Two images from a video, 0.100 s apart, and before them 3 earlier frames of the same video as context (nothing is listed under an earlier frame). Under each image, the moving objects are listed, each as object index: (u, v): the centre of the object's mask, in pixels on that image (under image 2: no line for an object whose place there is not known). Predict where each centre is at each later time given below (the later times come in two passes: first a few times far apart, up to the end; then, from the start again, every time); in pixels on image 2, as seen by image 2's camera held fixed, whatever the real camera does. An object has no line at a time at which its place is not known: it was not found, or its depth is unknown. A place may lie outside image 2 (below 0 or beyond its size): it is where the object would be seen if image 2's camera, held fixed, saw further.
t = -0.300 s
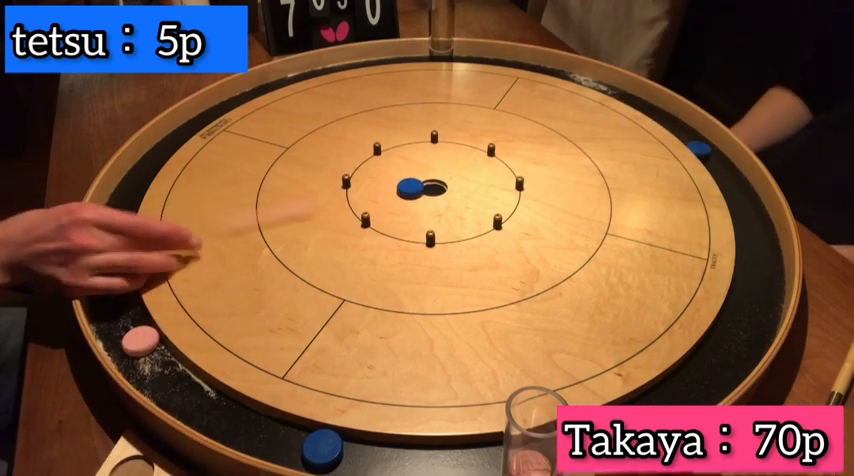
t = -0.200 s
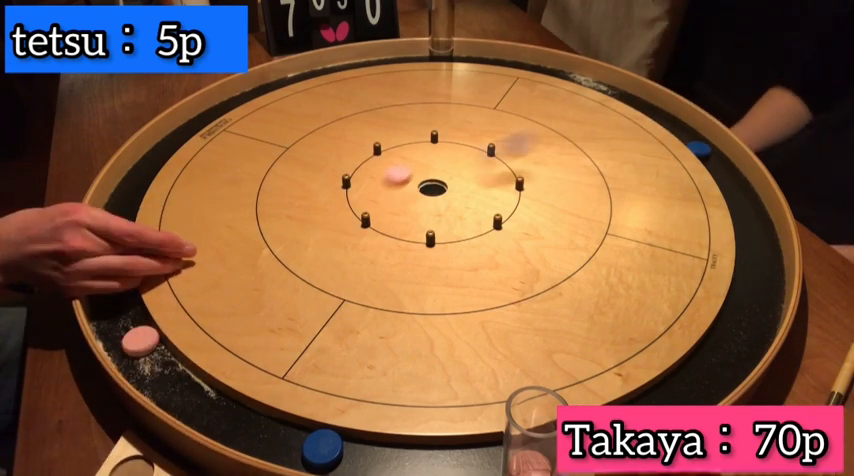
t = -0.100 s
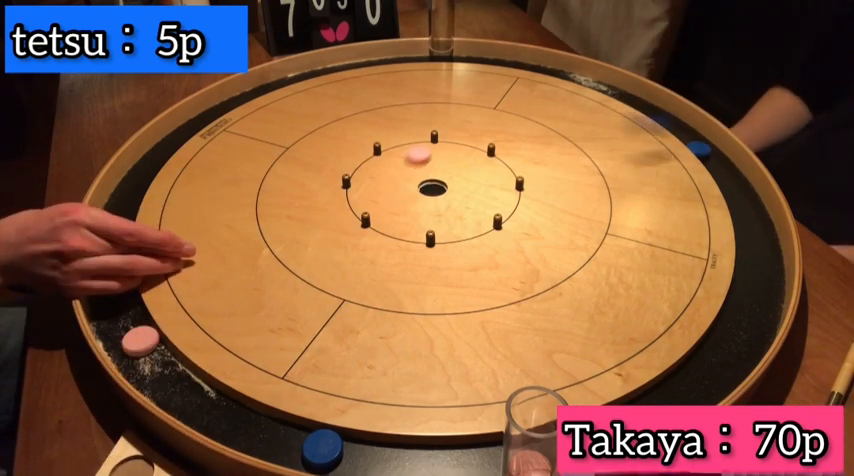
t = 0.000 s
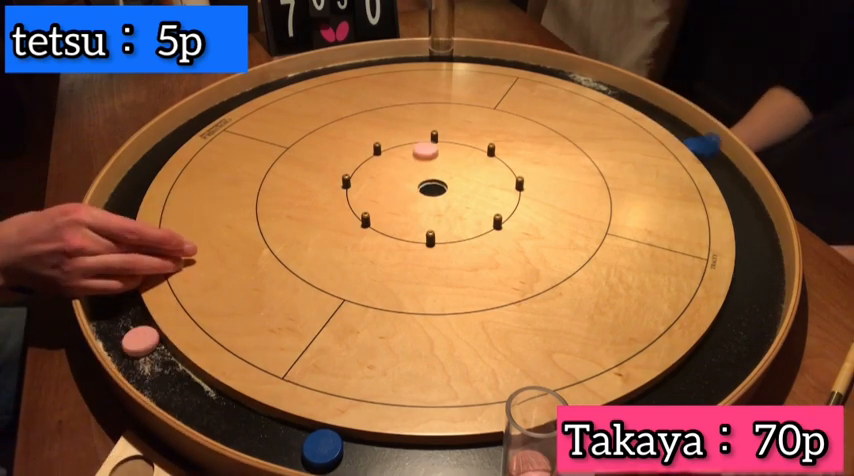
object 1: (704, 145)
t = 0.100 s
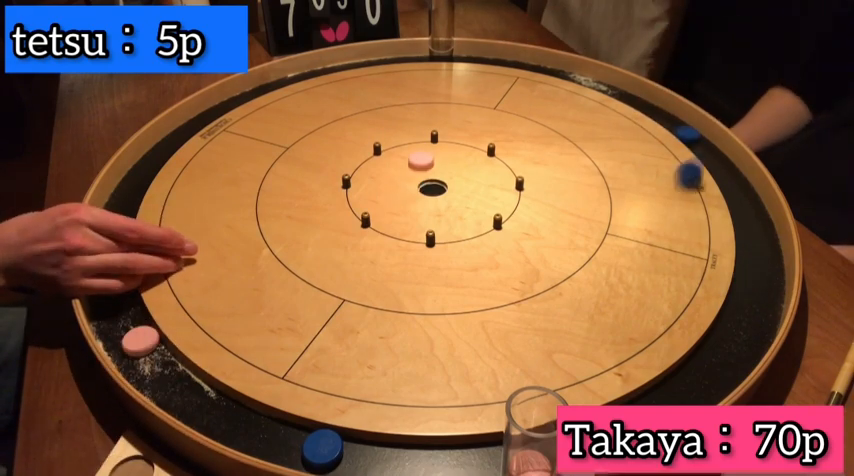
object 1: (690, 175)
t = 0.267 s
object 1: (663, 221)
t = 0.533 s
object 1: (627, 300)
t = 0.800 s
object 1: (633, 361)
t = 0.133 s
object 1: (683, 184)
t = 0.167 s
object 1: (679, 191)
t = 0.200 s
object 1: (673, 204)
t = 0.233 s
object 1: (665, 213)
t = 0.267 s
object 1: (663, 221)
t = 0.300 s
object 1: (657, 235)
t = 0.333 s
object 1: (649, 243)
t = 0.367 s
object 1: (649, 251)
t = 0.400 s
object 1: (642, 265)
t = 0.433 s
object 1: (637, 272)
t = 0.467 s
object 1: (634, 281)
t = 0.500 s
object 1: (630, 294)
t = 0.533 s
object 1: (627, 300)
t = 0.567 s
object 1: (627, 308)
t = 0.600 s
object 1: (624, 320)
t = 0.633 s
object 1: (623, 325)
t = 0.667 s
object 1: (624, 333)
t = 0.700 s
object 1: (625, 343)
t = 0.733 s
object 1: (627, 348)
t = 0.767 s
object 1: (628, 355)
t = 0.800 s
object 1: (633, 361)
